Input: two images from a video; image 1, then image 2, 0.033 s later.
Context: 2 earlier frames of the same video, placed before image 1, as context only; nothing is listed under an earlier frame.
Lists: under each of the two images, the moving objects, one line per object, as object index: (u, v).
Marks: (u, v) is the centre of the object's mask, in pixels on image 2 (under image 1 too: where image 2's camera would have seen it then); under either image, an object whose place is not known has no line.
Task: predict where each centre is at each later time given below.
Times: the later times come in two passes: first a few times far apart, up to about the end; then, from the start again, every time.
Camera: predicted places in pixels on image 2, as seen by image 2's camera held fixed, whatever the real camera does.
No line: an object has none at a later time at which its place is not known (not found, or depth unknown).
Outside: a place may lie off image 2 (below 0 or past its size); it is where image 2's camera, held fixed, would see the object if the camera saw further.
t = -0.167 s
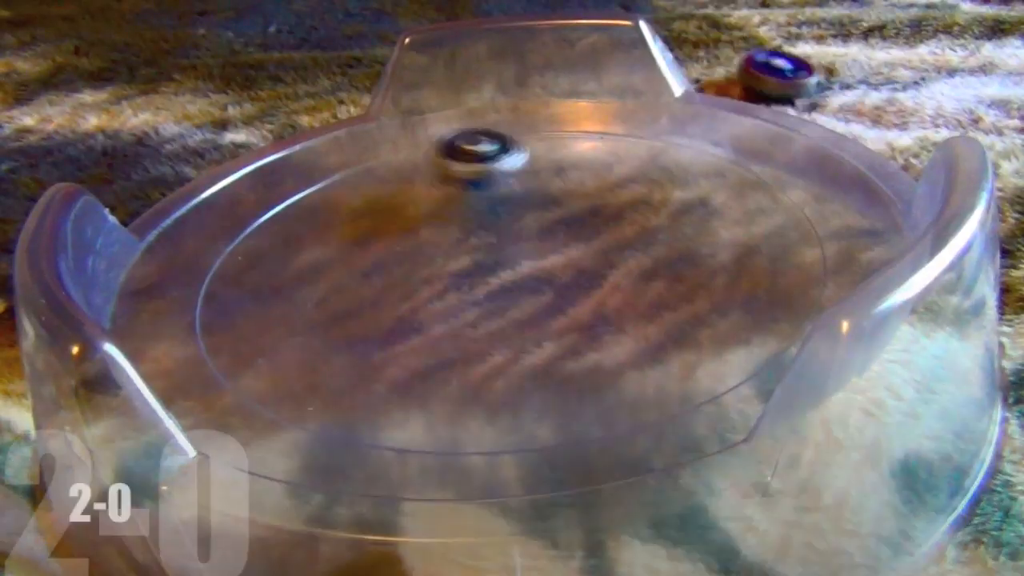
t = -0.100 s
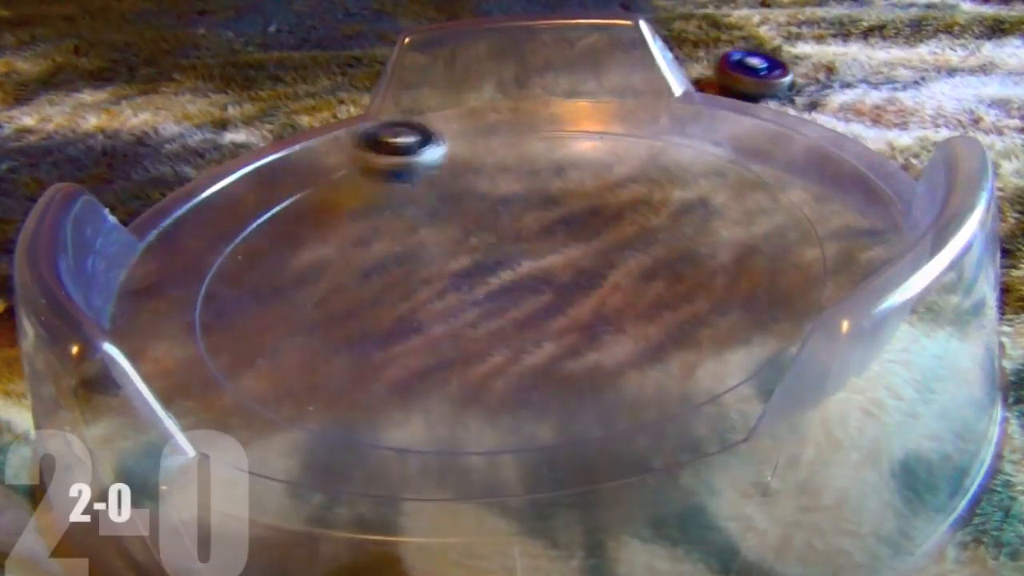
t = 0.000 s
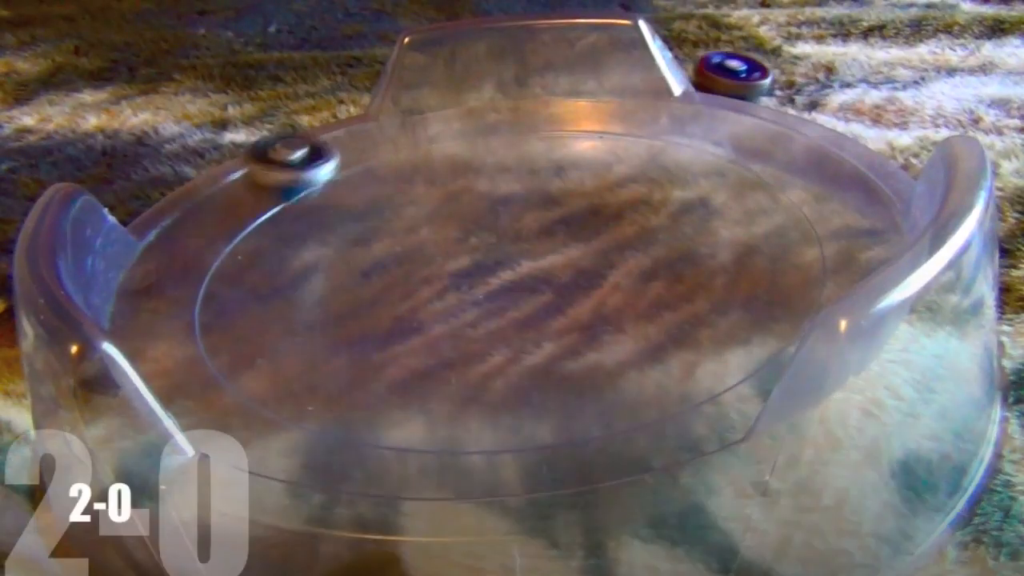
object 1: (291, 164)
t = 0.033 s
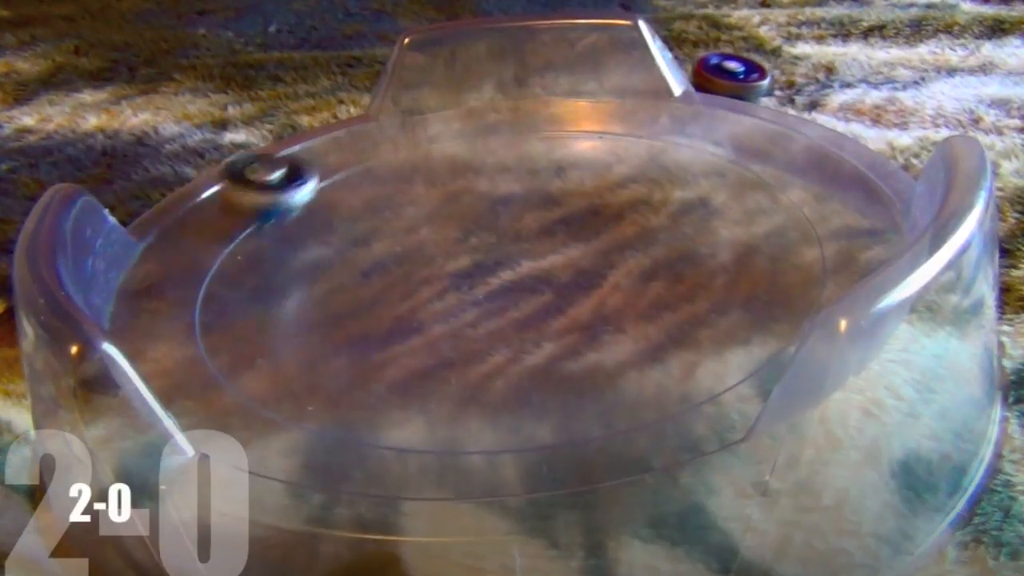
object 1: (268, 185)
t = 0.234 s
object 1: (284, 314)
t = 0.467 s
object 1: (615, 251)
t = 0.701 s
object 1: (536, 112)
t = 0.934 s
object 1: (312, 133)
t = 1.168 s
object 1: (355, 290)
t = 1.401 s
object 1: (676, 244)
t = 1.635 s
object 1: (643, 110)
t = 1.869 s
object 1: (384, 161)
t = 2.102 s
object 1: (378, 320)
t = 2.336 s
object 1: (723, 290)
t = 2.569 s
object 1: (678, 156)
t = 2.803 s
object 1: (396, 175)
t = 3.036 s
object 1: (217, 296)
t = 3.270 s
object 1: (506, 371)
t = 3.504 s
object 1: (662, 226)
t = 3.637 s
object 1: (566, 164)
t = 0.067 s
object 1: (243, 203)
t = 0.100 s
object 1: (221, 226)
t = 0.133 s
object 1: (214, 250)
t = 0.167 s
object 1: (221, 274)
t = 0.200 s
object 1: (244, 295)
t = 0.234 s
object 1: (284, 314)
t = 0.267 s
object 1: (336, 327)
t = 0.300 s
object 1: (394, 329)
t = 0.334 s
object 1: (458, 326)
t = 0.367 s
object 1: (513, 315)
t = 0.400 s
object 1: (559, 296)
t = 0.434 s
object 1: (592, 276)
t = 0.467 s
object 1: (615, 251)
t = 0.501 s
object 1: (626, 230)
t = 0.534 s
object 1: (628, 204)
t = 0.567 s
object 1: (621, 182)
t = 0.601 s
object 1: (612, 170)
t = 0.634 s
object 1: (588, 142)
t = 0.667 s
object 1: (562, 125)
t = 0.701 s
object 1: (536, 112)
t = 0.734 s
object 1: (505, 103)
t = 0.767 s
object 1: (473, 107)
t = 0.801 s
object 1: (438, 109)
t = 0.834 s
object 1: (406, 111)
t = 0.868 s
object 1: (371, 116)
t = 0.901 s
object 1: (339, 123)
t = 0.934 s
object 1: (312, 133)
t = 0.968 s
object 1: (289, 151)
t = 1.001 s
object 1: (275, 169)
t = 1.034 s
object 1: (268, 197)
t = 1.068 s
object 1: (274, 221)
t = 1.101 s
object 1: (291, 248)
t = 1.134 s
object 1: (317, 271)
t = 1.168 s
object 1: (355, 290)
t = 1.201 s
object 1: (397, 303)
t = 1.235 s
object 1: (448, 310)
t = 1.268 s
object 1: (502, 307)
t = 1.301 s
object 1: (555, 300)
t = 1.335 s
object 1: (605, 286)
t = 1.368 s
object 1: (644, 268)
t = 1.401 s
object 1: (676, 244)
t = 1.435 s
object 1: (700, 221)
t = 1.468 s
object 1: (712, 196)
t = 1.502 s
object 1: (714, 173)
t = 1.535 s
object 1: (708, 152)
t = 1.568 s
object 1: (696, 131)
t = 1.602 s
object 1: (676, 115)
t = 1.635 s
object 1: (643, 110)
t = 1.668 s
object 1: (607, 107)
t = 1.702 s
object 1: (567, 105)
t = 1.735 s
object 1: (527, 109)
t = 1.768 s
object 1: (488, 116)
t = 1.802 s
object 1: (449, 127)
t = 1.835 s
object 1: (415, 142)
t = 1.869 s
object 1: (384, 161)
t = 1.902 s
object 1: (359, 182)
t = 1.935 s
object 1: (340, 208)
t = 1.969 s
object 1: (328, 232)
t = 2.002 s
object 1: (327, 257)
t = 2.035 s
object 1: (335, 280)
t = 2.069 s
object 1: (352, 301)
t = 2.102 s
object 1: (378, 320)
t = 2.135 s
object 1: (418, 334)
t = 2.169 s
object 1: (464, 345)
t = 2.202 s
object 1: (517, 346)
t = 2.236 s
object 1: (575, 341)
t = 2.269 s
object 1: (630, 330)
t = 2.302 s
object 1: (680, 314)
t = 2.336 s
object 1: (723, 290)
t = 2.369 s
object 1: (754, 265)
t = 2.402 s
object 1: (769, 240)
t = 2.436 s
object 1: (772, 219)
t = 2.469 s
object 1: (762, 198)
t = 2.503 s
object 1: (742, 180)
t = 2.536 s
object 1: (712, 166)
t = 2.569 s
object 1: (678, 156)
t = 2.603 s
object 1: (639, 150)
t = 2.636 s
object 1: (598, 148)
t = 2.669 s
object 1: (555, 148)
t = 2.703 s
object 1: (514, 151)
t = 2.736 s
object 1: (475, 156)
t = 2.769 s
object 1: (435, 164)
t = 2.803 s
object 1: (396, 175)
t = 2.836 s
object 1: (361, 186)
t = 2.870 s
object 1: (327, 199)
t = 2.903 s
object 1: (296, 216)
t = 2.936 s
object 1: (267, 233)
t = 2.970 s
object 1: (243, 253)
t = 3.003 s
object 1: (227, 274)
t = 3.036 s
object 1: (217, 296)
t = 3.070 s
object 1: (219, 319)
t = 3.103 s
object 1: (236, 341)
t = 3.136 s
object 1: (272, 358)
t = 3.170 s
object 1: (319, 374)
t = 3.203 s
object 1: (377, 381)
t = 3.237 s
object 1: (446, 377)
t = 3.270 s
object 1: (506, 371)
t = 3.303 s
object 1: (562, 355)
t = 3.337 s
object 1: (609, 335)
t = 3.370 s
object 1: (640, 316)
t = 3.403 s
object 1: (663, 290)
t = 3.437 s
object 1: (671, 269)
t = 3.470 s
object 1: (669, 246)
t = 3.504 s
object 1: (662, 226)
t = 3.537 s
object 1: (644, 206)
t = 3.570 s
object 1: (622, 190)
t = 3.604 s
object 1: (596, 175)
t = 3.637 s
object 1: (566, 164)
